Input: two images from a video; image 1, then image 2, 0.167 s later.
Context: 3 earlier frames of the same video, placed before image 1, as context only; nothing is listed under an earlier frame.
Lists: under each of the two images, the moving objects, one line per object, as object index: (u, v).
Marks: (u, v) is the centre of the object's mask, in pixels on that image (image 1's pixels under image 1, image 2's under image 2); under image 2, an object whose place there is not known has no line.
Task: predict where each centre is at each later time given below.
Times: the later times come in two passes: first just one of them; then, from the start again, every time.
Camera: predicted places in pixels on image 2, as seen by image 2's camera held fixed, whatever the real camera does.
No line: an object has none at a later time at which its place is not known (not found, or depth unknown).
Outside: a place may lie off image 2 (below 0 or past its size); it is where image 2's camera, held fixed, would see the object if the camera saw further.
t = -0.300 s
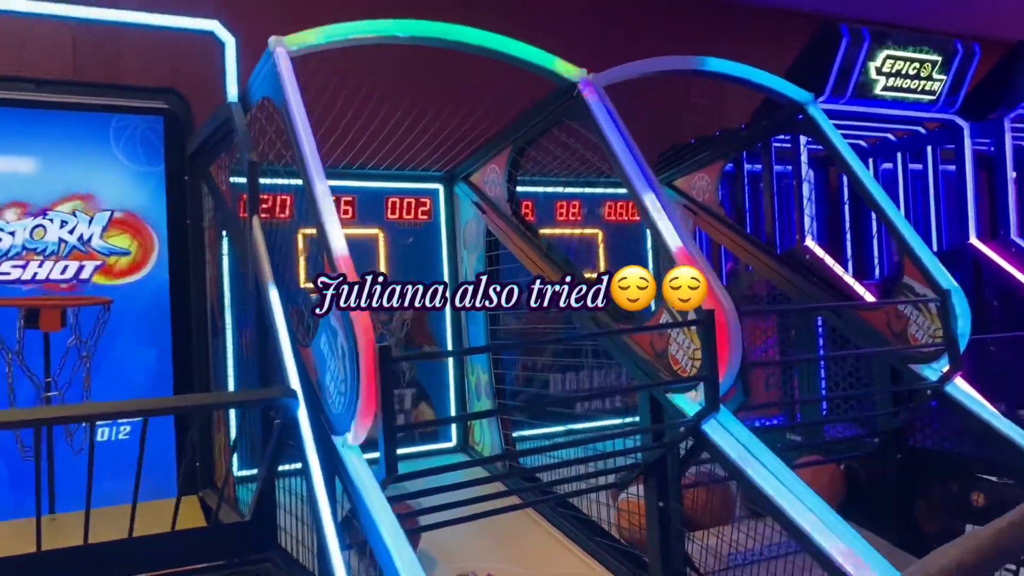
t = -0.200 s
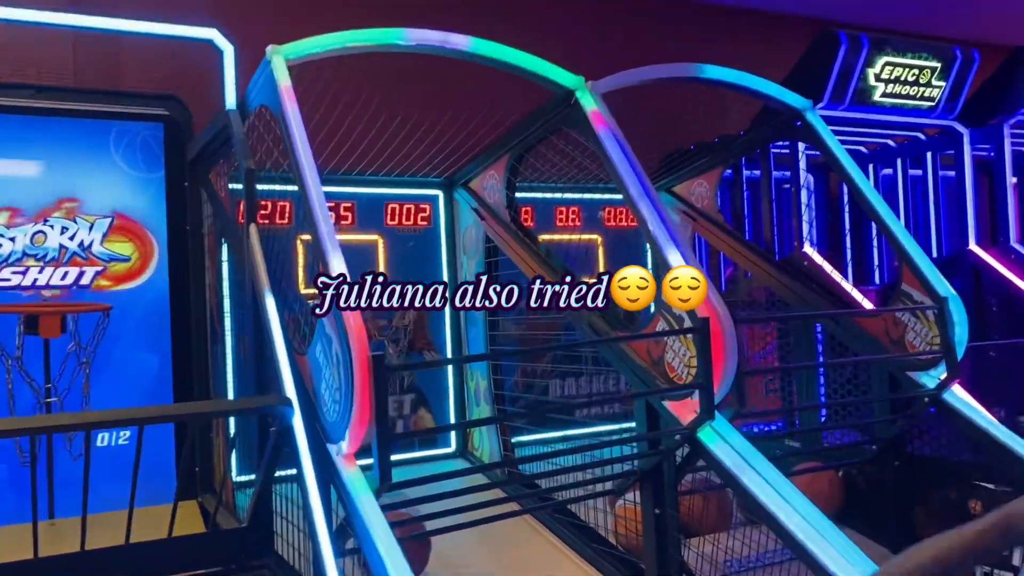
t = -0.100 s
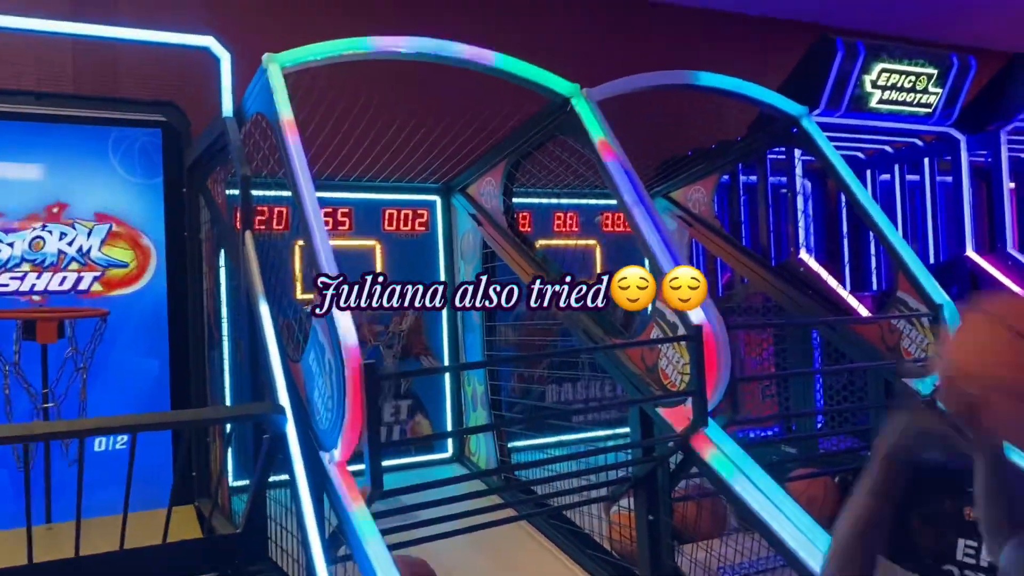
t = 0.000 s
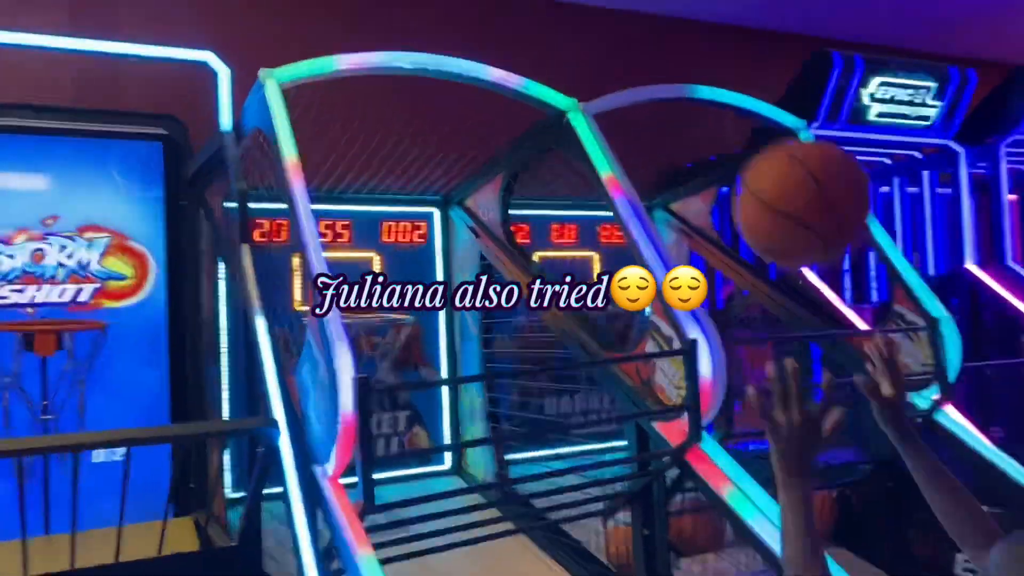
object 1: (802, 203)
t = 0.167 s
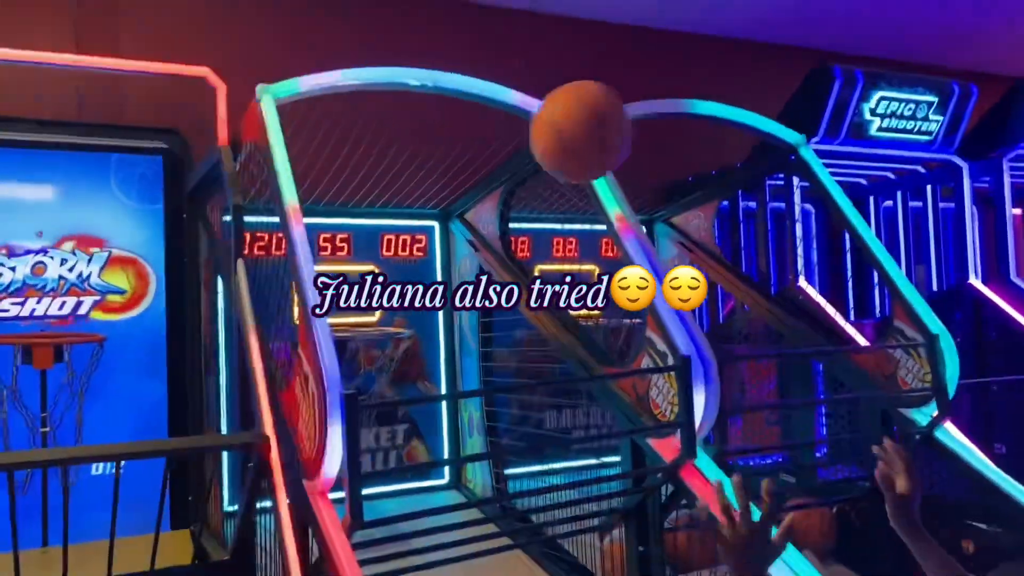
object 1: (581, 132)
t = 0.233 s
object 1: (525, 140)
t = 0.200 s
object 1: (551, 134)
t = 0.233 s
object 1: (525, 140)
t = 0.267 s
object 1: (500, 150)
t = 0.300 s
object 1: (479, 162)
